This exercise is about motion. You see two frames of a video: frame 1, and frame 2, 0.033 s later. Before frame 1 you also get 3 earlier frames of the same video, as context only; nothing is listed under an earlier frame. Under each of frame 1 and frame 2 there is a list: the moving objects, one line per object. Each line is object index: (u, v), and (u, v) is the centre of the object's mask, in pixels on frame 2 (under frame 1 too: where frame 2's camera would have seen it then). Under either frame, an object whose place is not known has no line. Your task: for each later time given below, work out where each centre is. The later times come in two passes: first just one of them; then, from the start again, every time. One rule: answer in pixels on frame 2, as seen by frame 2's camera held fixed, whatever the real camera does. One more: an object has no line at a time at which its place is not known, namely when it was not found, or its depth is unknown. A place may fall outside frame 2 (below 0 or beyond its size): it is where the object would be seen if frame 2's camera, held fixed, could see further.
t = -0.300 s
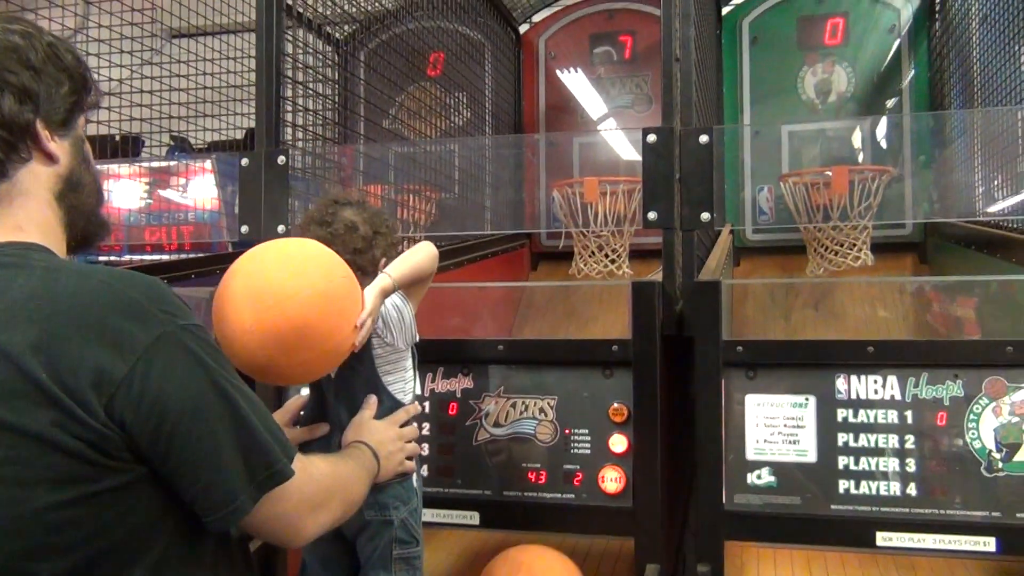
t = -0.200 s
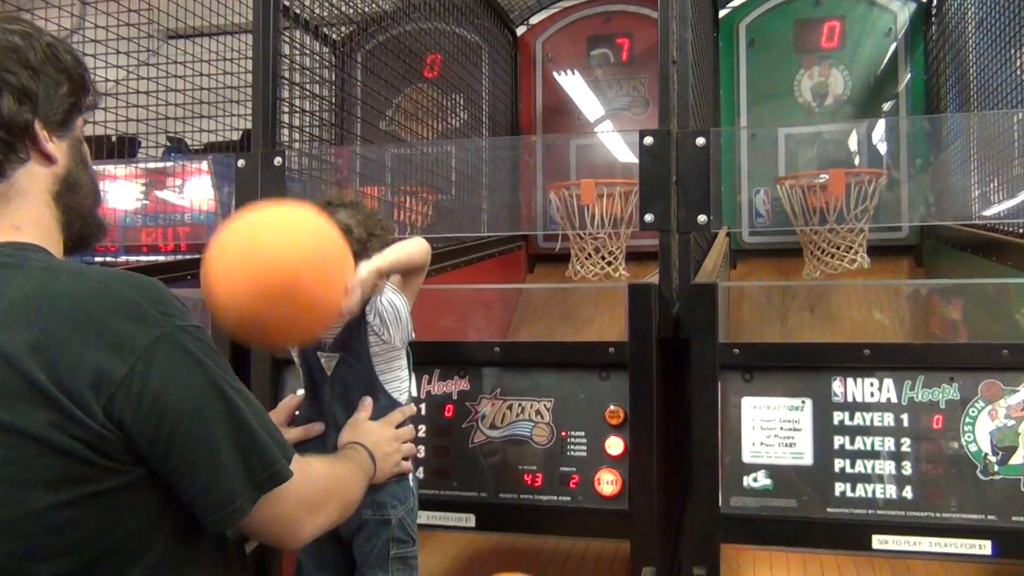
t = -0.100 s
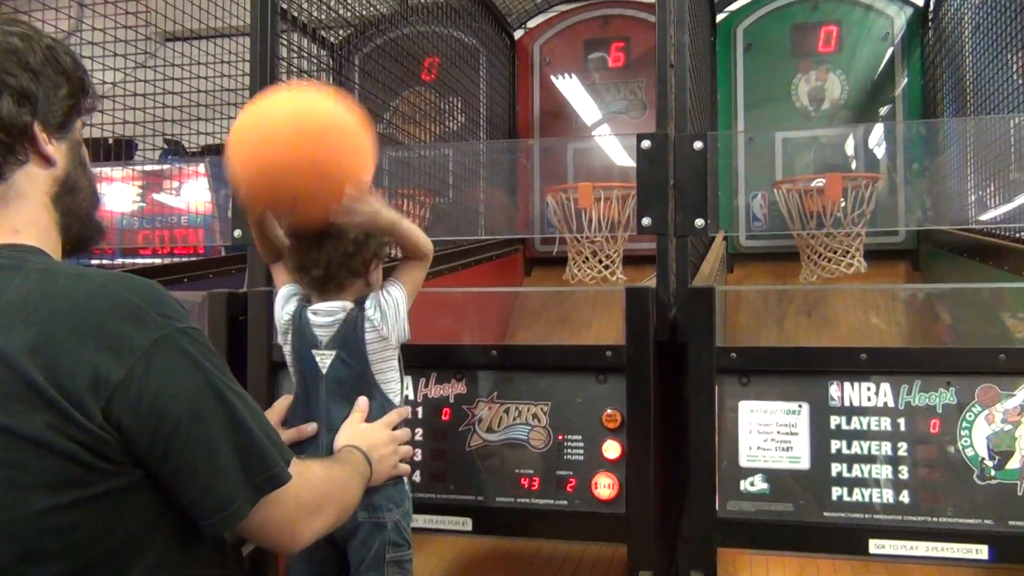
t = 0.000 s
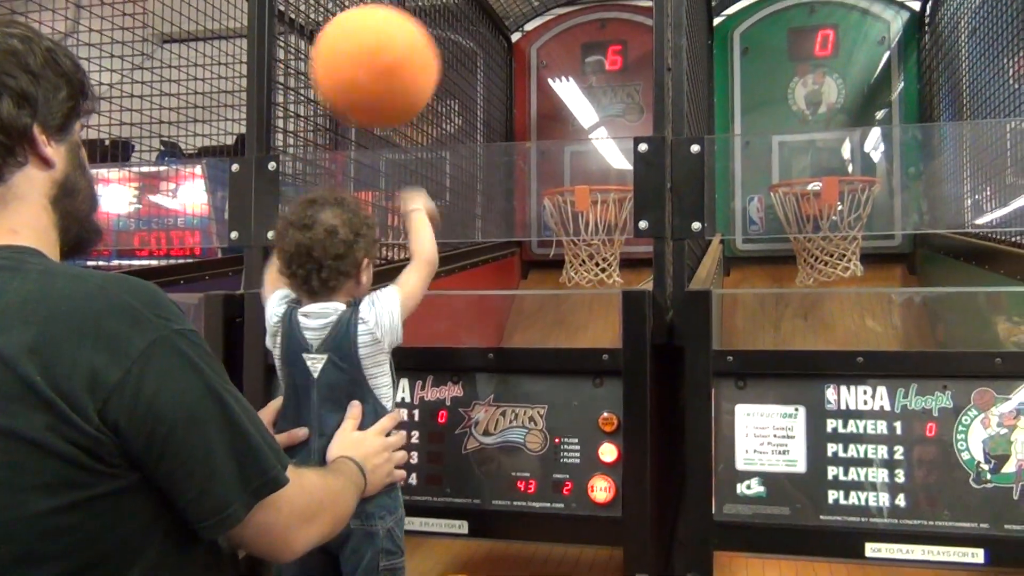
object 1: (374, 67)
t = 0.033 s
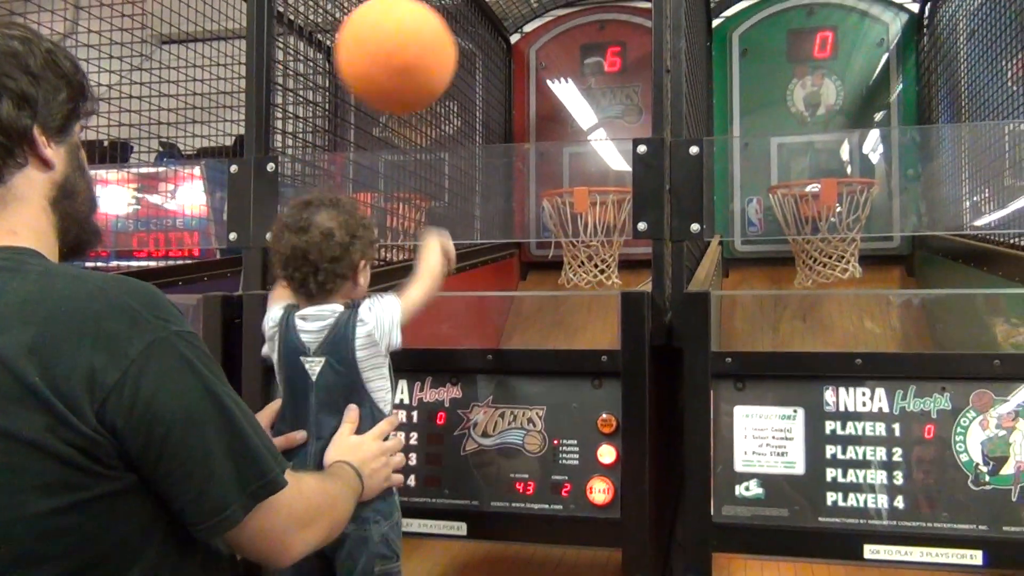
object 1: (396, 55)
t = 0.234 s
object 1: (488, 86)
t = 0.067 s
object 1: (415, 49)
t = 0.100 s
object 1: (432, 48)
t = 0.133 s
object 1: (448, 51)
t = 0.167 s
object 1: (463, 59)
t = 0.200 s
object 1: (476, 71)
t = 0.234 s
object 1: (488, 86)
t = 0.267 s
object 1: (499, 105)
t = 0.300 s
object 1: (509, 126)
